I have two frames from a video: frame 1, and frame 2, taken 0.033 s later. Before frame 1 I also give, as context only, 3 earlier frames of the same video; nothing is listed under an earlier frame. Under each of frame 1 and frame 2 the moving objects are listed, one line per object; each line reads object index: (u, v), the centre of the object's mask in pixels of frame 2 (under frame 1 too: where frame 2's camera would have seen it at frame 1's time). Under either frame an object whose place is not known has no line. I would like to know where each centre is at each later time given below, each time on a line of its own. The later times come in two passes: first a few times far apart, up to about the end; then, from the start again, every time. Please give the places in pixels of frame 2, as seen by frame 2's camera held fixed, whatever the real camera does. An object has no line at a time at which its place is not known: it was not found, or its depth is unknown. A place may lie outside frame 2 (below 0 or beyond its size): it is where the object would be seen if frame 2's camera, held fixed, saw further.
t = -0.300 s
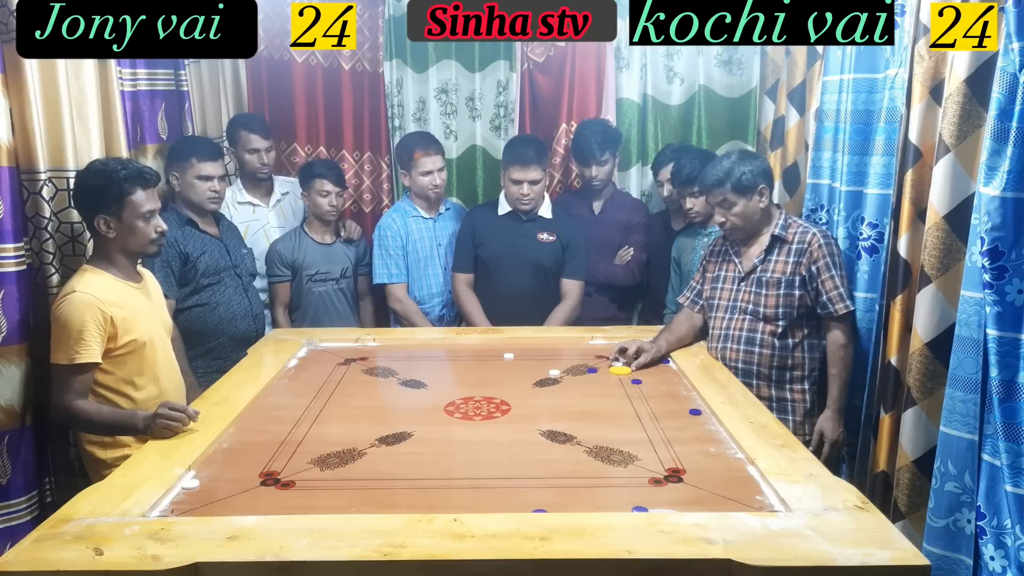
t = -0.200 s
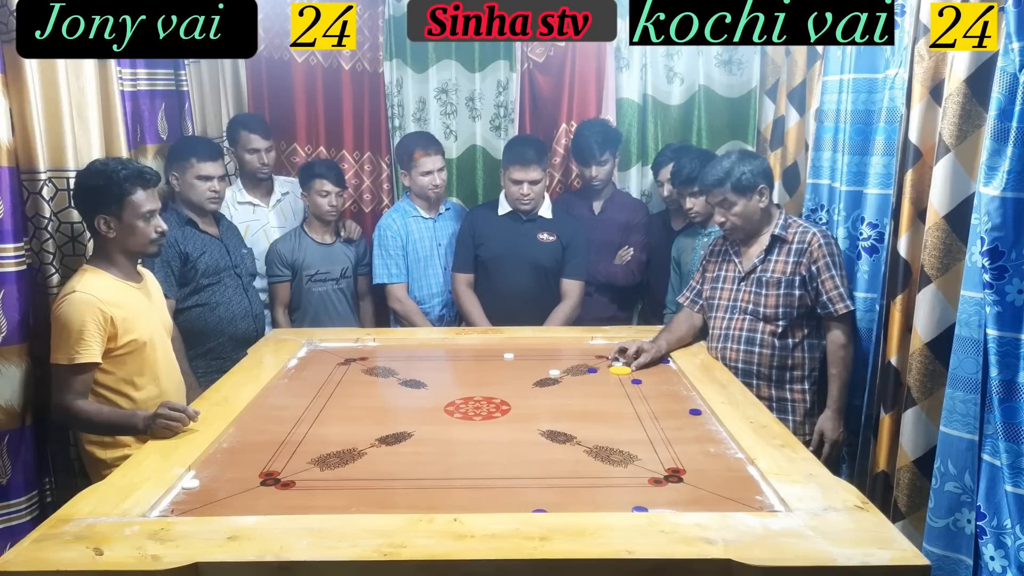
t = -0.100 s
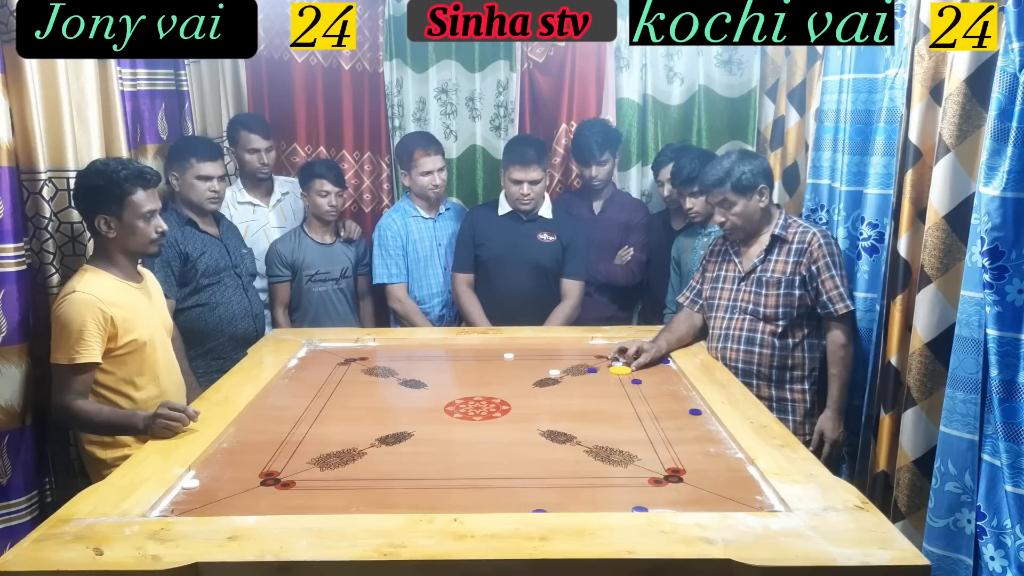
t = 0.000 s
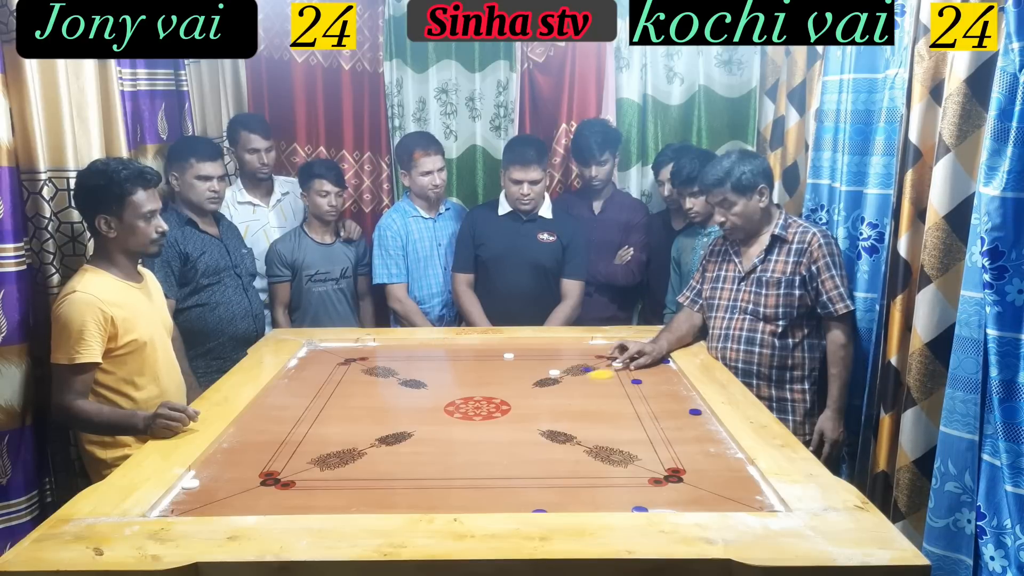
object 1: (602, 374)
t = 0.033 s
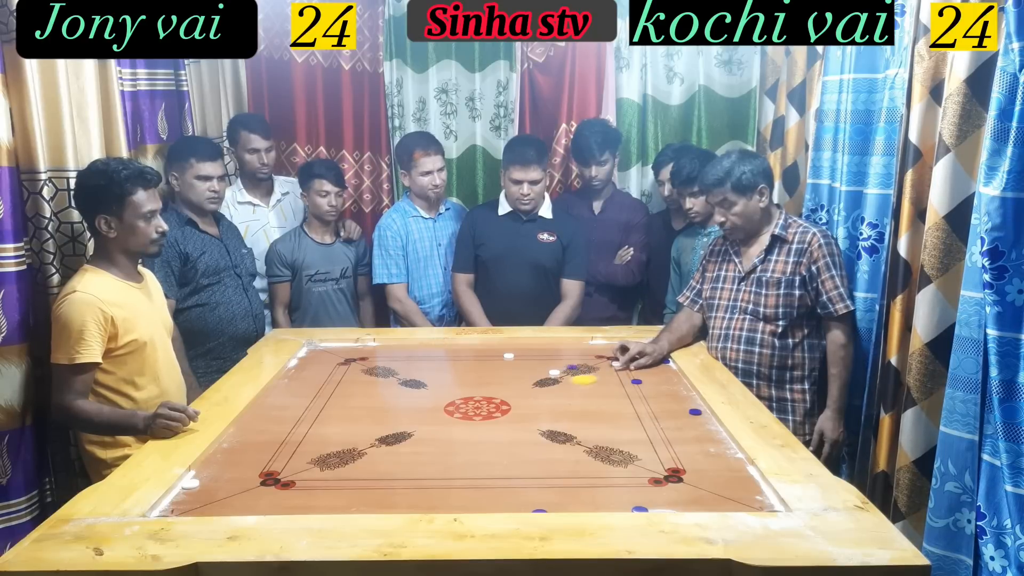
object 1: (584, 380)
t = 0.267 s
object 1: (447, 418)
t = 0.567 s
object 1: (233, 475)
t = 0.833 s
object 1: (183, 501)
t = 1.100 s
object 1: (183, 503)
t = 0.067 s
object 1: (565, 385)
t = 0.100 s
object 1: (547, 390)
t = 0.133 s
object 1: (527, 396)
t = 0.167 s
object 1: (509, 401)
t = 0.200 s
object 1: (489, 406)
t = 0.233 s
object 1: (468, 412)
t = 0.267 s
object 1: (447, 418)
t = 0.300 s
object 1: (426, 424)
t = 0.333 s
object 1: (404, 430)
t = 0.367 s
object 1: (381, 436)
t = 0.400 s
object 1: (357, 443)
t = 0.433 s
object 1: (334, 449)
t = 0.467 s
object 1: (310, 455)
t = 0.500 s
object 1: (284, 462)
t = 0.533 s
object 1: (259, 468)
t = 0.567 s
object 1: (233, 475)
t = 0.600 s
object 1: (211, 482)
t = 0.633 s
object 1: (200, 486)
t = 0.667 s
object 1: (191, 489)
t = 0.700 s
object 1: (188, 493)
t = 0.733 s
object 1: (186, 495)
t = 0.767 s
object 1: (185, 498)
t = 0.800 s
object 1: (184, 499)
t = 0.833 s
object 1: (183, 501)
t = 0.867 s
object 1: (183, 502)
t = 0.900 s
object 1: (183, 503)
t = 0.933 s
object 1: (183, 503)
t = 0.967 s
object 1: (183, 503)
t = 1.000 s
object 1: (183, 503)
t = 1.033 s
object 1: (183, 503)
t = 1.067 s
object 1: (183, 503)
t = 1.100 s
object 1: (183, 503)
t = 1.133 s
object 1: (183, 503)
